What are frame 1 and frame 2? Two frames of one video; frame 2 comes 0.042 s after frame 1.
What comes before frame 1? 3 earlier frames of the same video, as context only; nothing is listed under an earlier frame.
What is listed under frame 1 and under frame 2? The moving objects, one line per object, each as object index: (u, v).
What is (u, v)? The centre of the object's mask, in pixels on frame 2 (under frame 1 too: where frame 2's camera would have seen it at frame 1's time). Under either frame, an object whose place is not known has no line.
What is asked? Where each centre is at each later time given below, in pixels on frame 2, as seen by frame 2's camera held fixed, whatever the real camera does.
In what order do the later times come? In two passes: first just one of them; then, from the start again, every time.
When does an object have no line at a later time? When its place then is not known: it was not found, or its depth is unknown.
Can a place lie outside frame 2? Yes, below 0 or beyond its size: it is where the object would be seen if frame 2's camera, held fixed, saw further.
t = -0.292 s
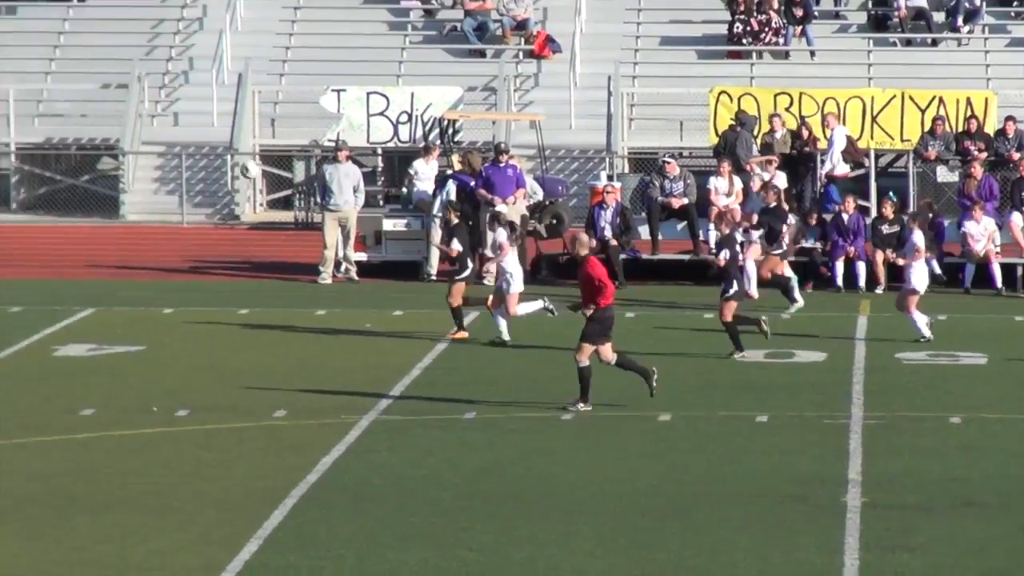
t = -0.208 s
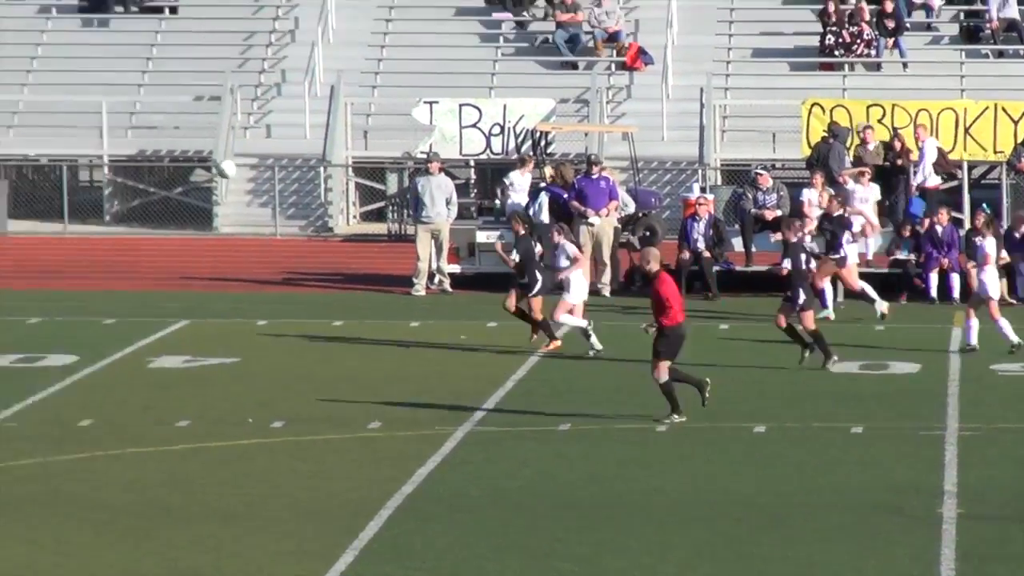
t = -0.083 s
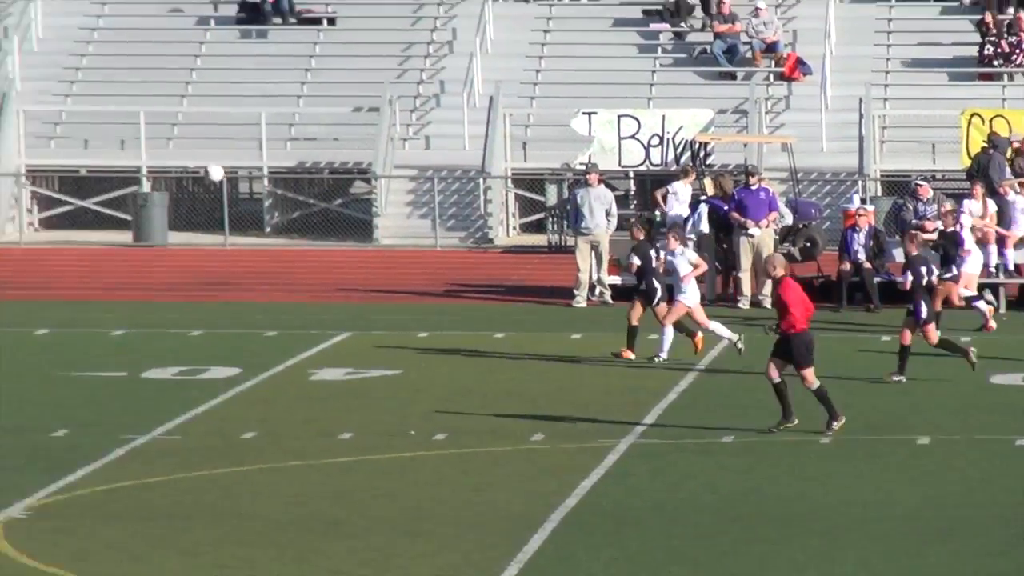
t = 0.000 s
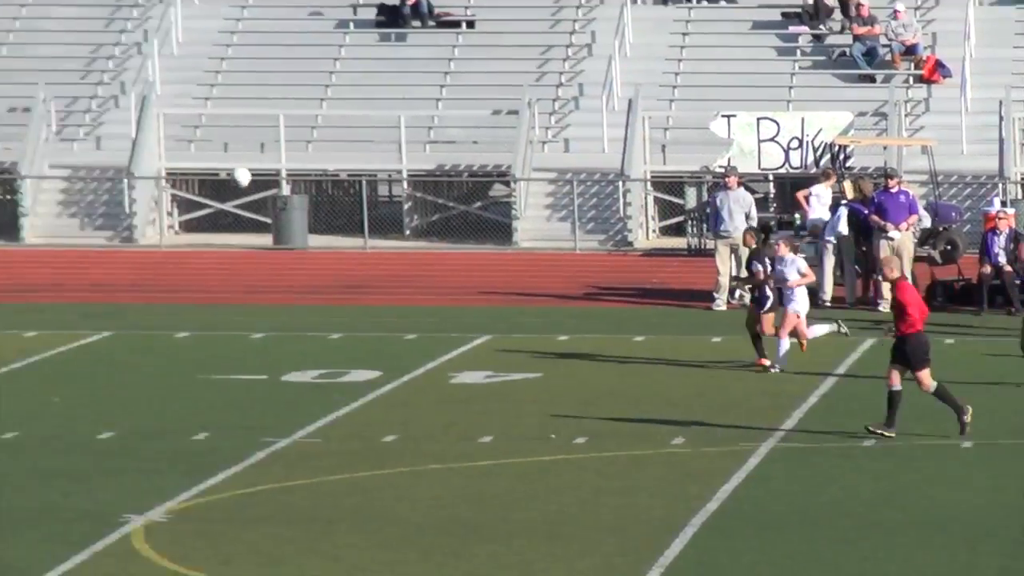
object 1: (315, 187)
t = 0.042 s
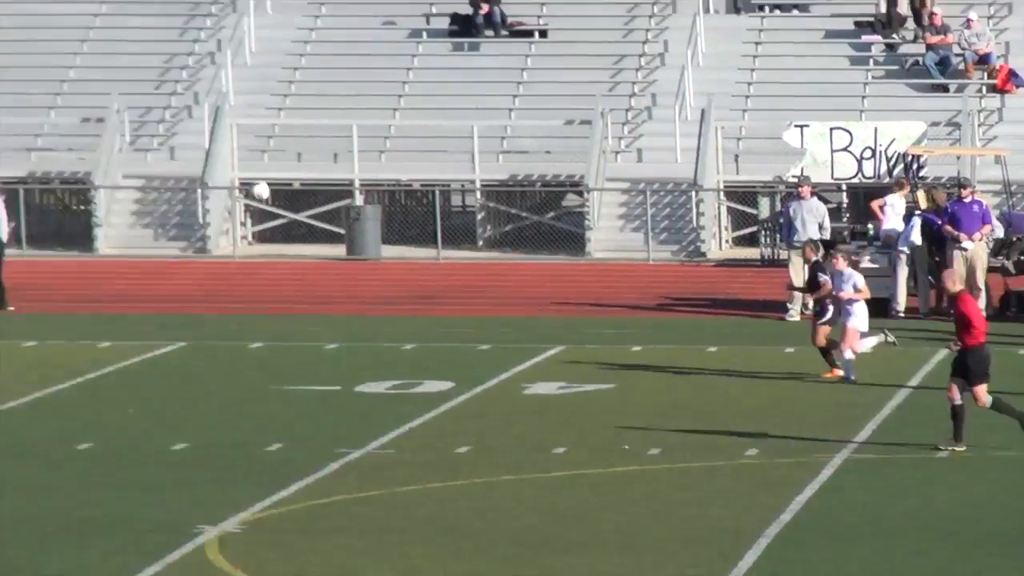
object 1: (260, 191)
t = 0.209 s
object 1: (33, 222)
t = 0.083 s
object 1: (203, 195)
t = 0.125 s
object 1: (147, 203)
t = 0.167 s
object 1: (90, 212)
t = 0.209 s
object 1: (33, 222)
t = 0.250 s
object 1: (-25, 236)
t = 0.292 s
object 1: (-85, 249)
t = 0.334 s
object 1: (-143, 265)
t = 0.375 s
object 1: (-202, 282)
